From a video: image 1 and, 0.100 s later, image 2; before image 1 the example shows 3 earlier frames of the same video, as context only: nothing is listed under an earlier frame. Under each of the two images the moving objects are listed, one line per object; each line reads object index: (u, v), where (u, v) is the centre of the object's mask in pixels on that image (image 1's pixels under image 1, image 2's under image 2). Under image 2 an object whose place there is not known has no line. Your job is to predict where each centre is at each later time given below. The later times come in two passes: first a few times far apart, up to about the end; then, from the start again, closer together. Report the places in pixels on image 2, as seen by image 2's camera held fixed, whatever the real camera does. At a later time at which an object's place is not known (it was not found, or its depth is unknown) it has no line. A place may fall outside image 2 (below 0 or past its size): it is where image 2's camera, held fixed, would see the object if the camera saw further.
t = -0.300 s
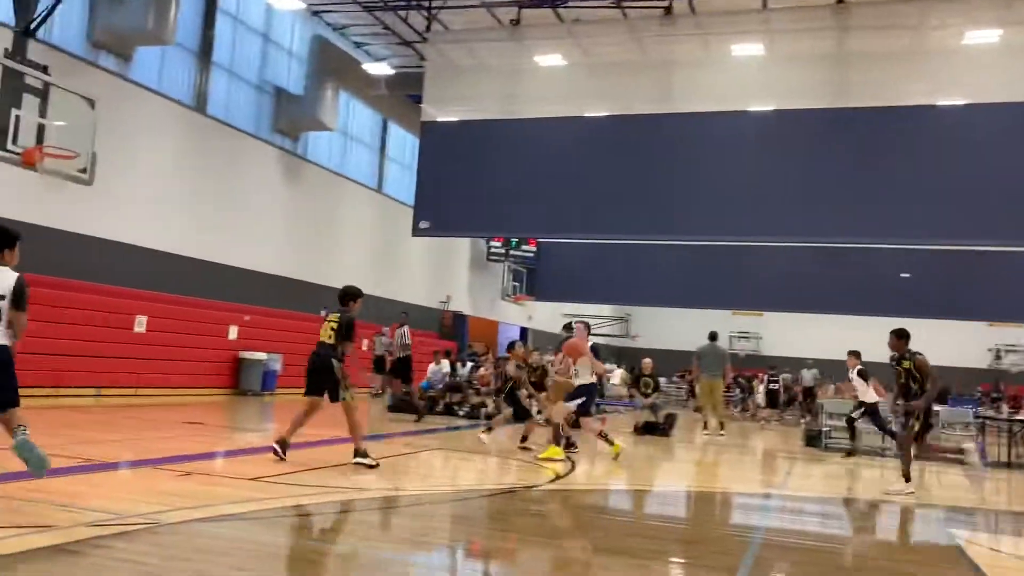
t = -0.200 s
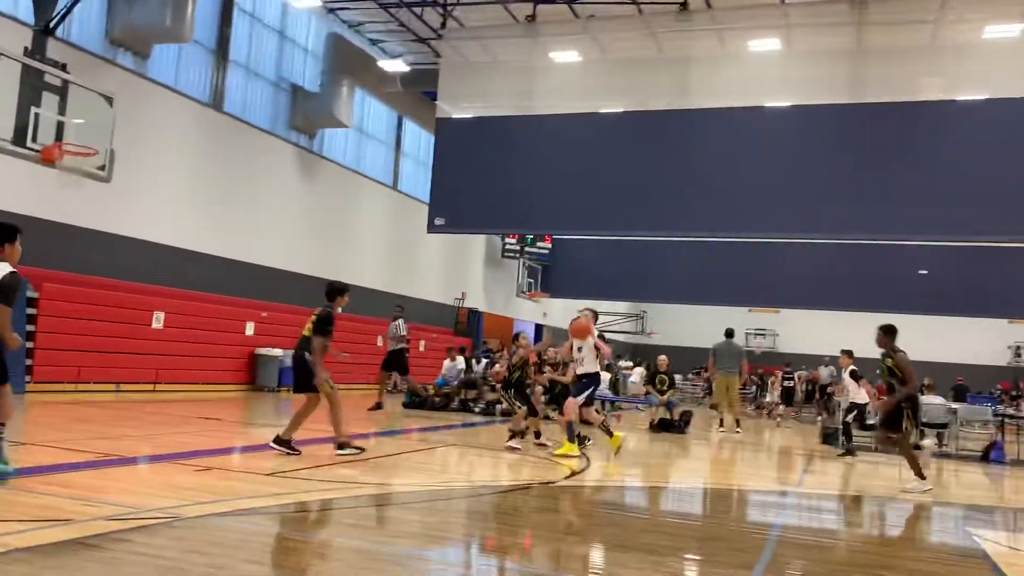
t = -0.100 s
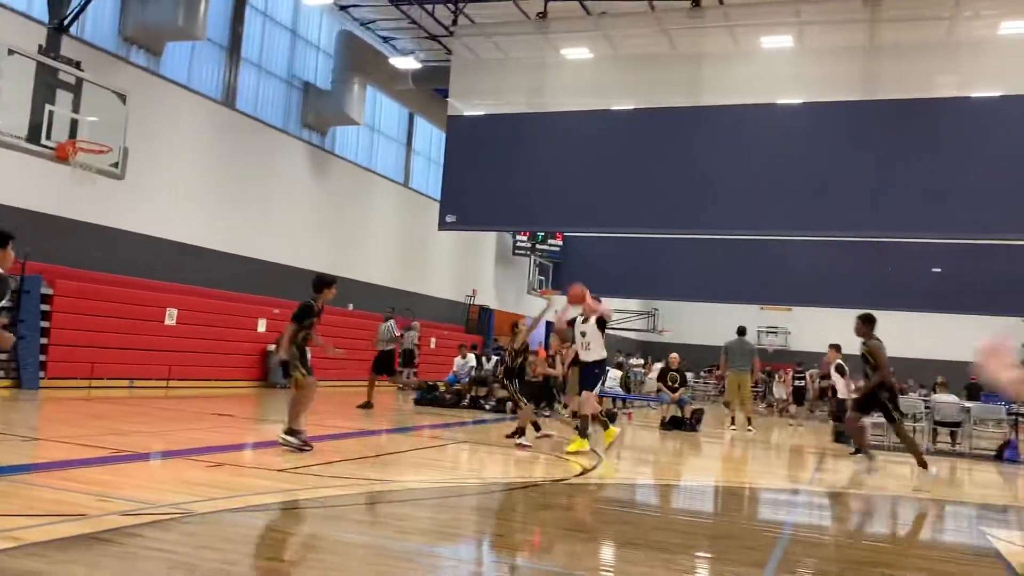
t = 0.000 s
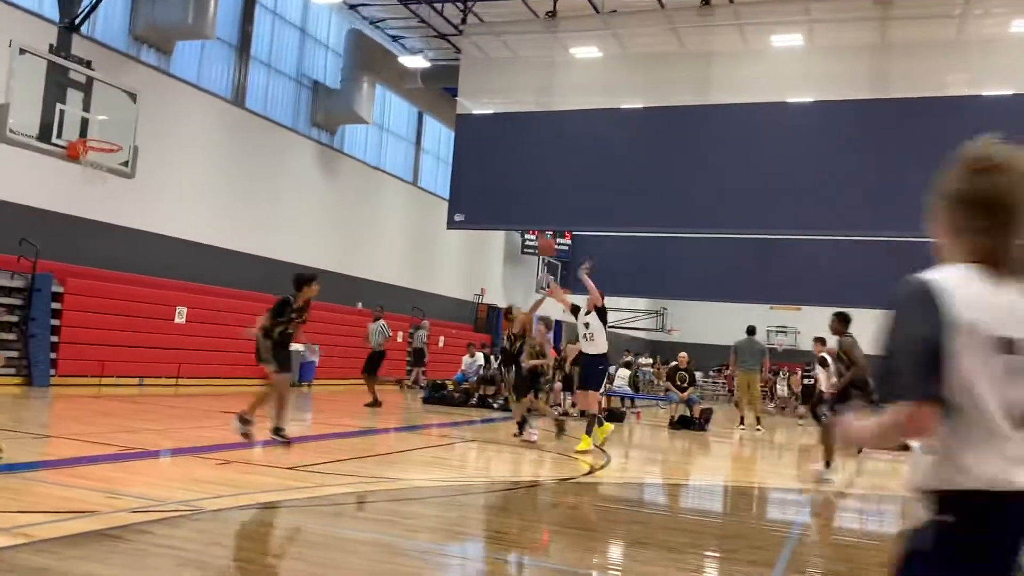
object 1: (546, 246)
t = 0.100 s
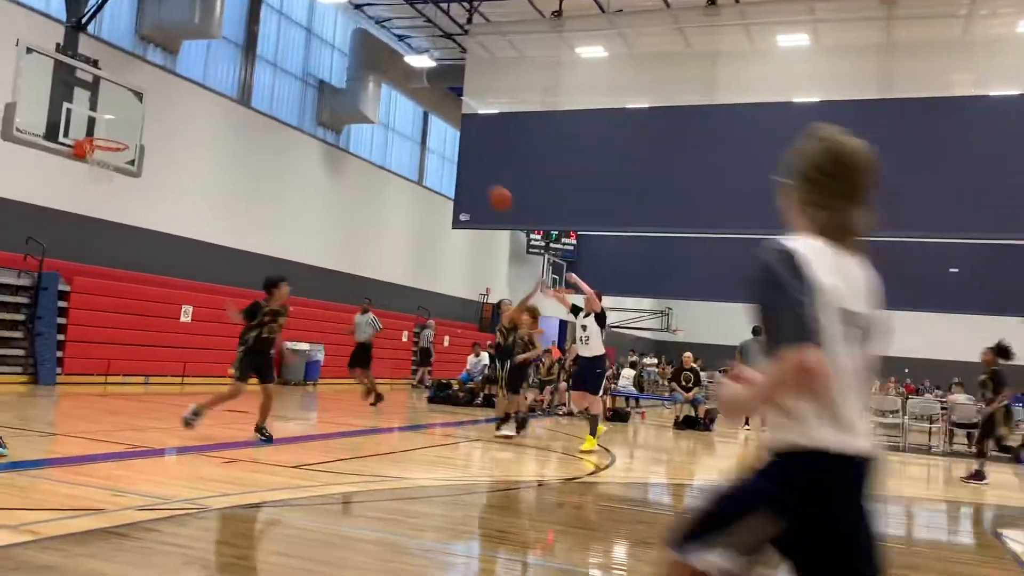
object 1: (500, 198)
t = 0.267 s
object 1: (407, 134)
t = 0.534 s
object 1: (229, 77)
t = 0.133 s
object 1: (482, 184)
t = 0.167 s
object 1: (465, 170)
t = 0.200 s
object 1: (446, 158)
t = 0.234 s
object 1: (426, 145)
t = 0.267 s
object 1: (407, 134)
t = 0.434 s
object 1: (300, 91)
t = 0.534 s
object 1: (229, 77)
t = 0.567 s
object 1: (204, 73)
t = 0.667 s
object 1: (126, 75)
